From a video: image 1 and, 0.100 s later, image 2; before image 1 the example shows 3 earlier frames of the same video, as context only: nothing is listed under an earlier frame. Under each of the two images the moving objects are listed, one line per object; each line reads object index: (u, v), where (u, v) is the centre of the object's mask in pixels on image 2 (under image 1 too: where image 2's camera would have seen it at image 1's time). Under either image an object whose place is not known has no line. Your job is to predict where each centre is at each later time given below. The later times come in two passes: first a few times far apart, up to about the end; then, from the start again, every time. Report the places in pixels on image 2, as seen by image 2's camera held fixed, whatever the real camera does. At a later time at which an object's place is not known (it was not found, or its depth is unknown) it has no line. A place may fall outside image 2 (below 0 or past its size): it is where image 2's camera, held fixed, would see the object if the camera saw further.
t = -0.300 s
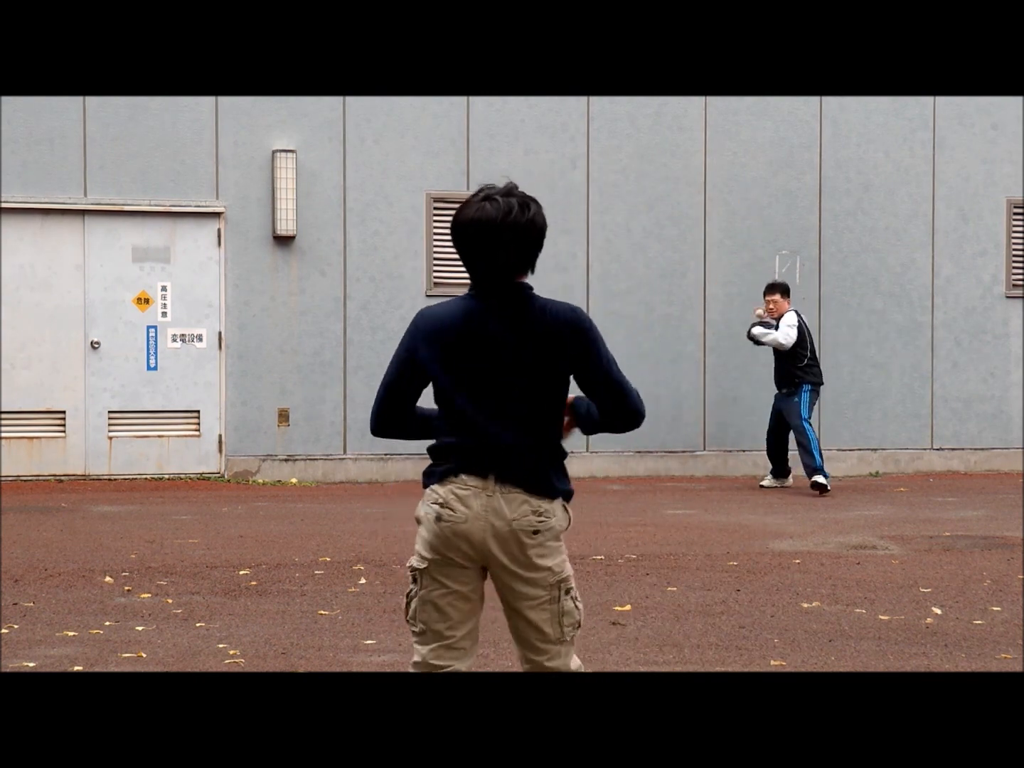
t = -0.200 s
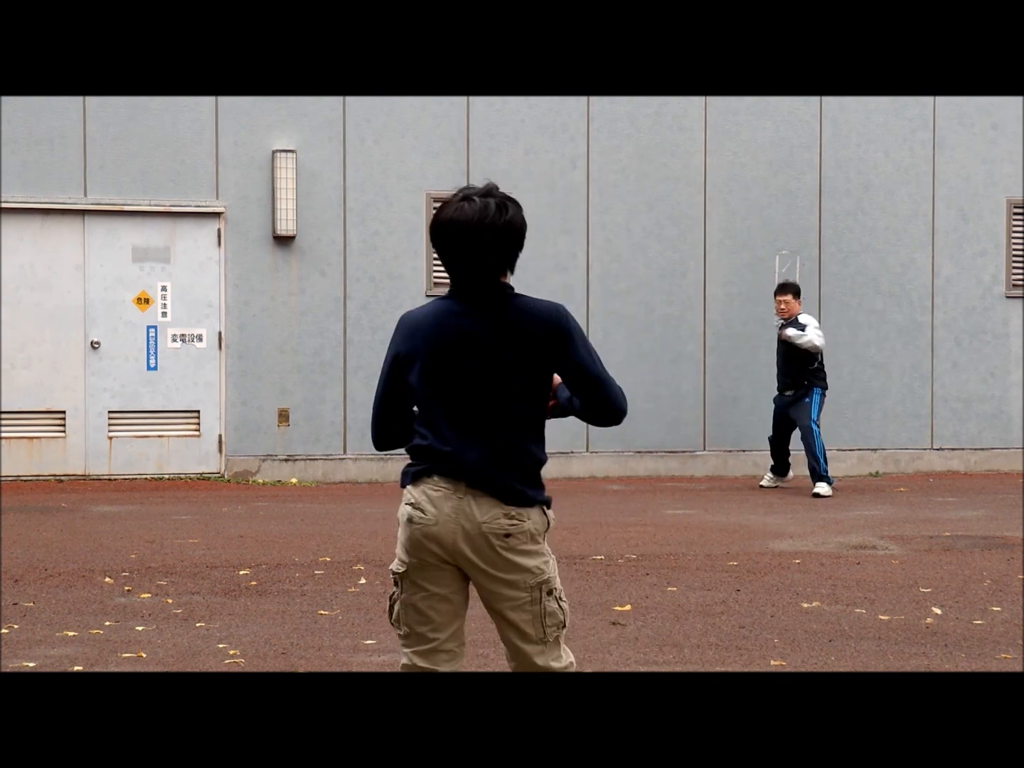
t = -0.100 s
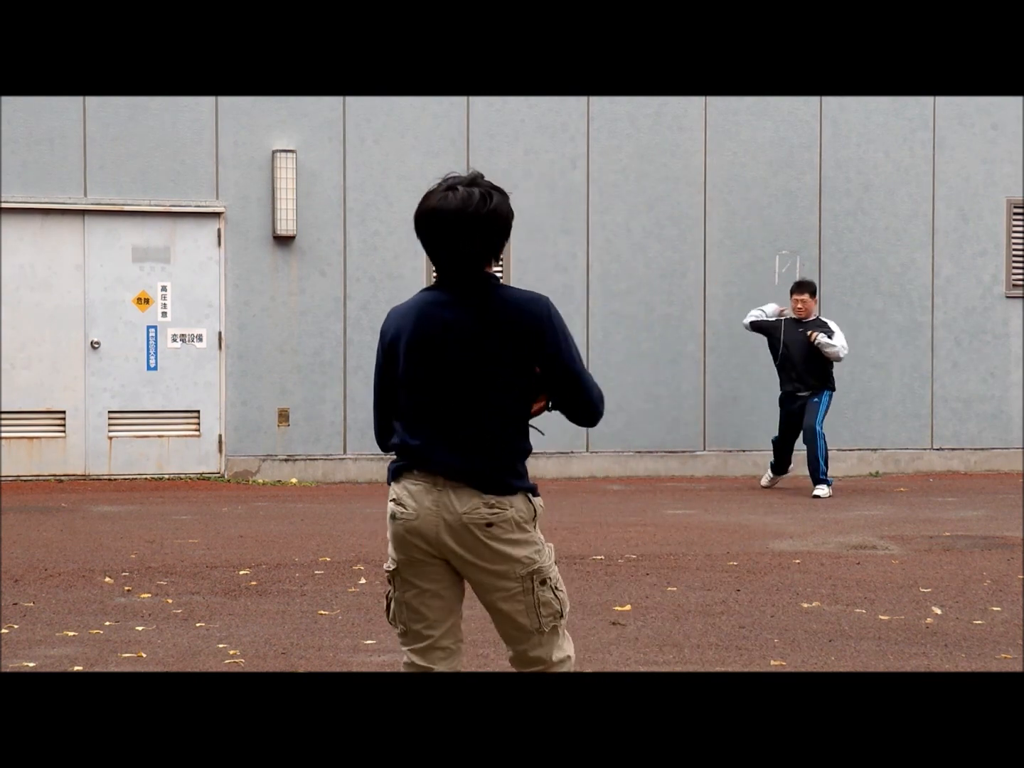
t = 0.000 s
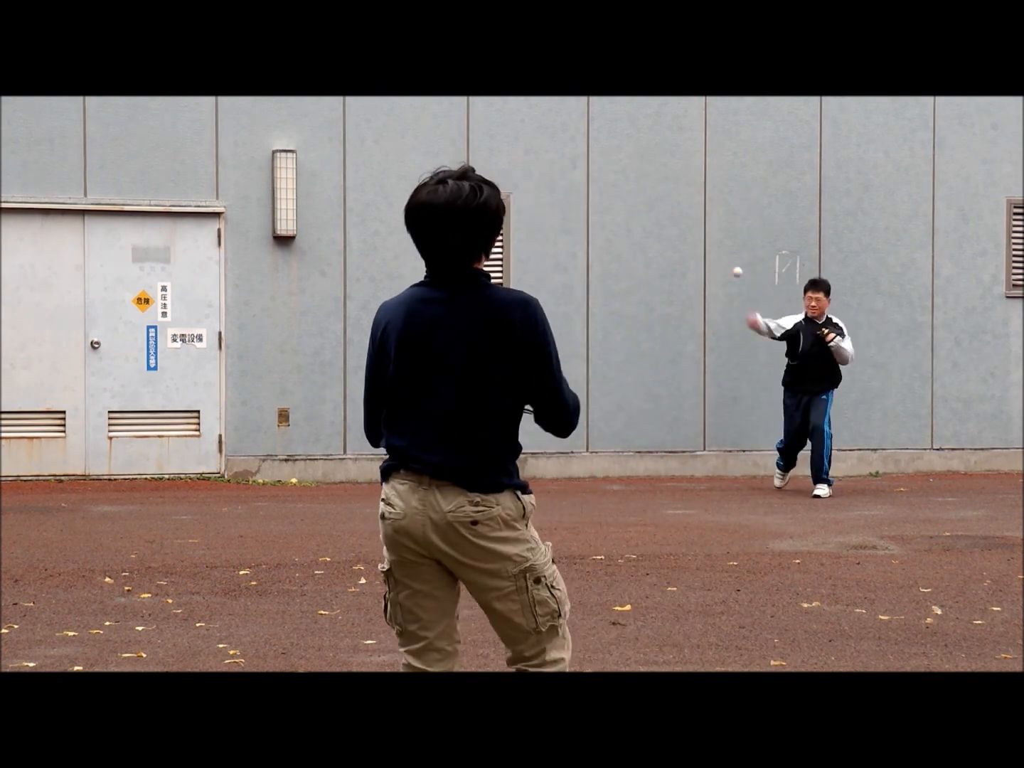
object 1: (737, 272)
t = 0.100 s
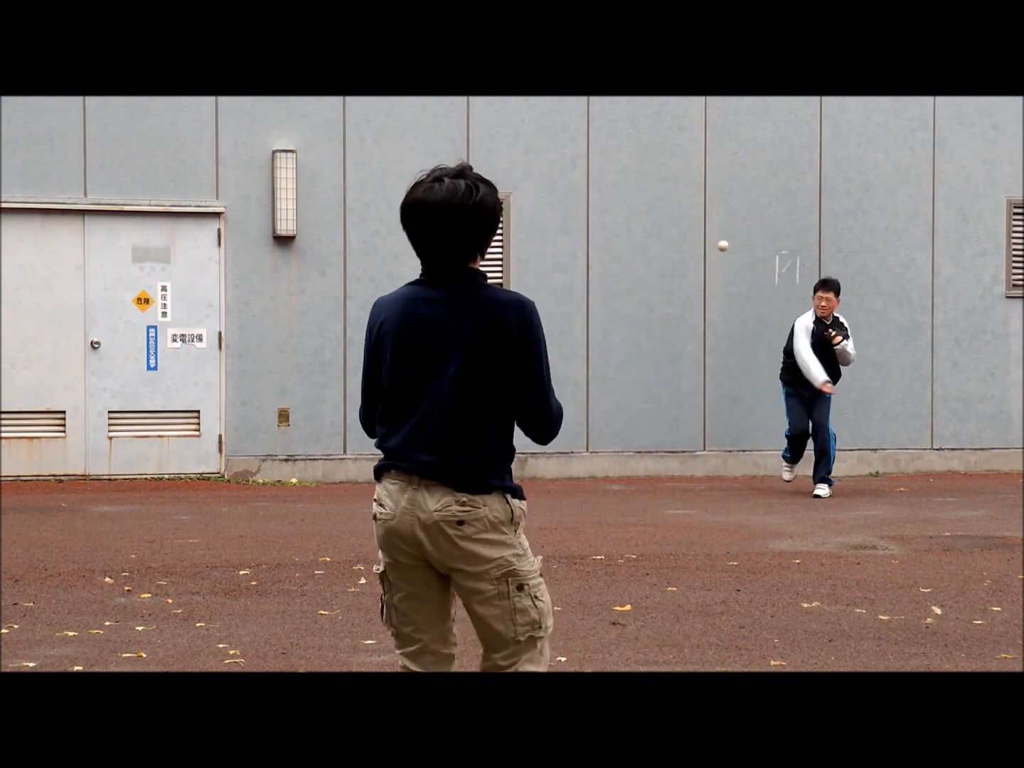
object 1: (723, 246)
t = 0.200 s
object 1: (705, 229)
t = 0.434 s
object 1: (637, 255)
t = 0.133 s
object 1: (717, 239)
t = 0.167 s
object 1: (711, 233)
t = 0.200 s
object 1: (705, 229)
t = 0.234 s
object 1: (698, 226)
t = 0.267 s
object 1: (689, 225)
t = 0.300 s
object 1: (681, 226)
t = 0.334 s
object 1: (672, 229)
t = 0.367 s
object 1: (661, 235)
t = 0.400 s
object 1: (650, 243)
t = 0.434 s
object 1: (637, 255)
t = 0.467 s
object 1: (622, 272)
